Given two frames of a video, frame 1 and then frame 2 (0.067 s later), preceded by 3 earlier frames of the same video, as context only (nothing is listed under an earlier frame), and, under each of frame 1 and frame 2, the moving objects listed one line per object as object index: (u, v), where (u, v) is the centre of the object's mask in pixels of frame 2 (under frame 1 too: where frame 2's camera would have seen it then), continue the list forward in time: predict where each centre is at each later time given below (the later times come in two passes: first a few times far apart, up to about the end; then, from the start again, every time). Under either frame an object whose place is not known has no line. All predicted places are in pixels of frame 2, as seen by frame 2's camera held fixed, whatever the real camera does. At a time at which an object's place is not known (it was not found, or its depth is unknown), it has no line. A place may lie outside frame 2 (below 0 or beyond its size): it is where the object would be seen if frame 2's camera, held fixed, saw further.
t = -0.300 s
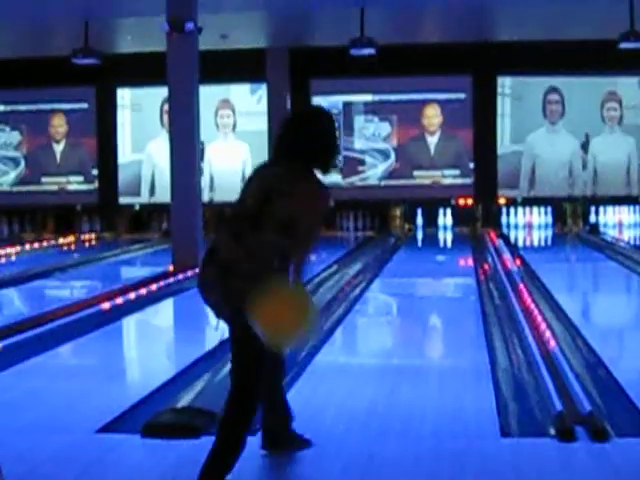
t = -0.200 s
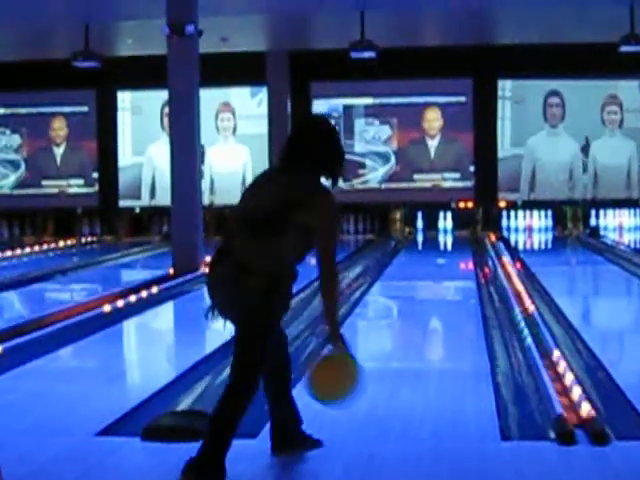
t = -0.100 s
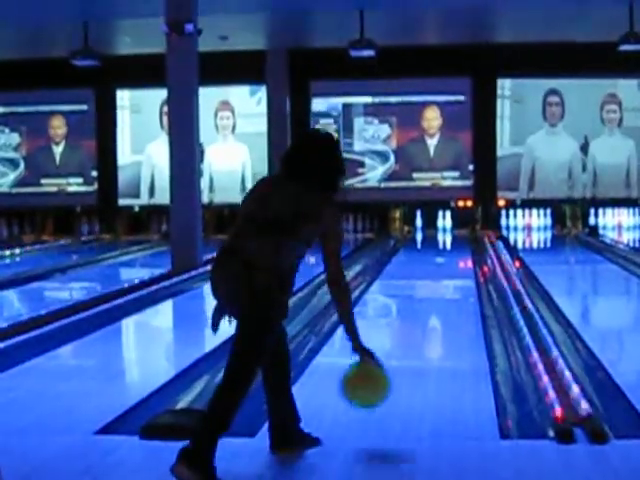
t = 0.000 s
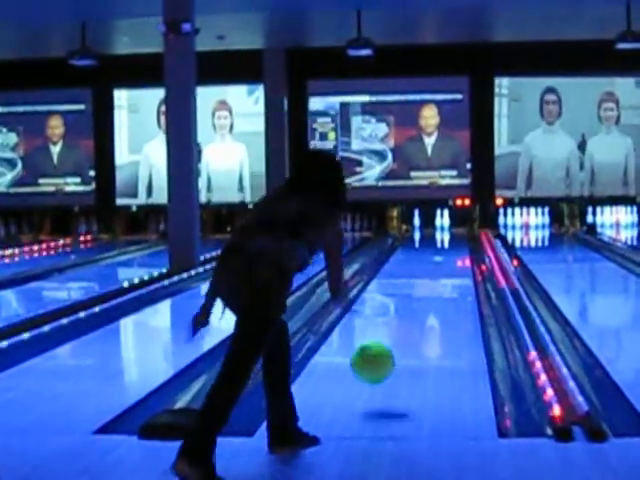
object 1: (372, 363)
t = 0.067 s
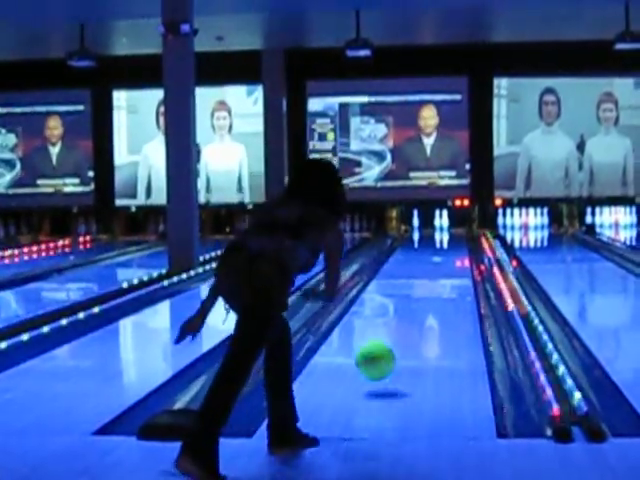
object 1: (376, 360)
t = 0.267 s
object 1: (383, 335)
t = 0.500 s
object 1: (390, 307)
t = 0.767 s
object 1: (393, 285)
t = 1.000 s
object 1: (398, 271)
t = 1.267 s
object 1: (400, 258)
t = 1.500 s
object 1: (401, 249)
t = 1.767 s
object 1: (402, 242)
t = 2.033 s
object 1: (400, 239)
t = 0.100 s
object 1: (377, 363)
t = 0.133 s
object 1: (379, 359)
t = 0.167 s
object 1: (380, 352)
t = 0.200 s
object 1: (381, 346)
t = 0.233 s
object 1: (382, 341)
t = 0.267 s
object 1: (383, 335)
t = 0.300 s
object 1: (385, 331)
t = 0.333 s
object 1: (386, 326)
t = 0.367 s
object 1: (386, 322)
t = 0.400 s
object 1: (388, 318)
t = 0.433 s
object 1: (388, 315)
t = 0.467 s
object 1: (389, 311)
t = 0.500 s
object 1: (390, 307)
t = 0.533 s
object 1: (391, 304)
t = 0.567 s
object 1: (391, 302)
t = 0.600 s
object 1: (392, 299)
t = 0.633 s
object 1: (393, 295)
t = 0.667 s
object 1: (392, 292)
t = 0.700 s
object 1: (393, 290)
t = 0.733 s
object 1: (393, 287)
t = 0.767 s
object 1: (393, 285)
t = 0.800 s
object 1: (393, 283)
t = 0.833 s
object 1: (394, 280)
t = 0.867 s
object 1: (395, 278)
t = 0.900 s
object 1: (396, 276)
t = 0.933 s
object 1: (397, 274)
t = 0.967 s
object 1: (397, 272)
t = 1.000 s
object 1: (398, 271)
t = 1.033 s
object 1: (397, 269)
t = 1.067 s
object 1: (398, 267)
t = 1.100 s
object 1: (398, 265)
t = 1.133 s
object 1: (399, 264)
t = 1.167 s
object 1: (399, 262)
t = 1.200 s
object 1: (400, 261)
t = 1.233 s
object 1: (400, 259)
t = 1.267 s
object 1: (400, 258)
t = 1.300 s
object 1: (400, 257)
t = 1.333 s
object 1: (400, 256)
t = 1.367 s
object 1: (400, 254)
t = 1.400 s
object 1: (401, 253)
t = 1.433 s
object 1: (401, 251)
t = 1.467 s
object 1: (401, 250)
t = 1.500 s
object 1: (401, 249)
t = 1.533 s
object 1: (401, 248)
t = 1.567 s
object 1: (401, 247)
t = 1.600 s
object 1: (401, 247)
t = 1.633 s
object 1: (401, 245)
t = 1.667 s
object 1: (401, 245)
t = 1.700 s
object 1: (401, 244)
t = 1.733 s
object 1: (402, 243)
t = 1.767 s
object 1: (402, 242)
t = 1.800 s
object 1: (402, 242)
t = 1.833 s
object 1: (401, 242)
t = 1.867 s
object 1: (400, 241)
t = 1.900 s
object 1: (403, 240)
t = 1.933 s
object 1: (402, 239)
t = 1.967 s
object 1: (401, 239)
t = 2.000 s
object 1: (399, 240)
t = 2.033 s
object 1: (400, 239)
